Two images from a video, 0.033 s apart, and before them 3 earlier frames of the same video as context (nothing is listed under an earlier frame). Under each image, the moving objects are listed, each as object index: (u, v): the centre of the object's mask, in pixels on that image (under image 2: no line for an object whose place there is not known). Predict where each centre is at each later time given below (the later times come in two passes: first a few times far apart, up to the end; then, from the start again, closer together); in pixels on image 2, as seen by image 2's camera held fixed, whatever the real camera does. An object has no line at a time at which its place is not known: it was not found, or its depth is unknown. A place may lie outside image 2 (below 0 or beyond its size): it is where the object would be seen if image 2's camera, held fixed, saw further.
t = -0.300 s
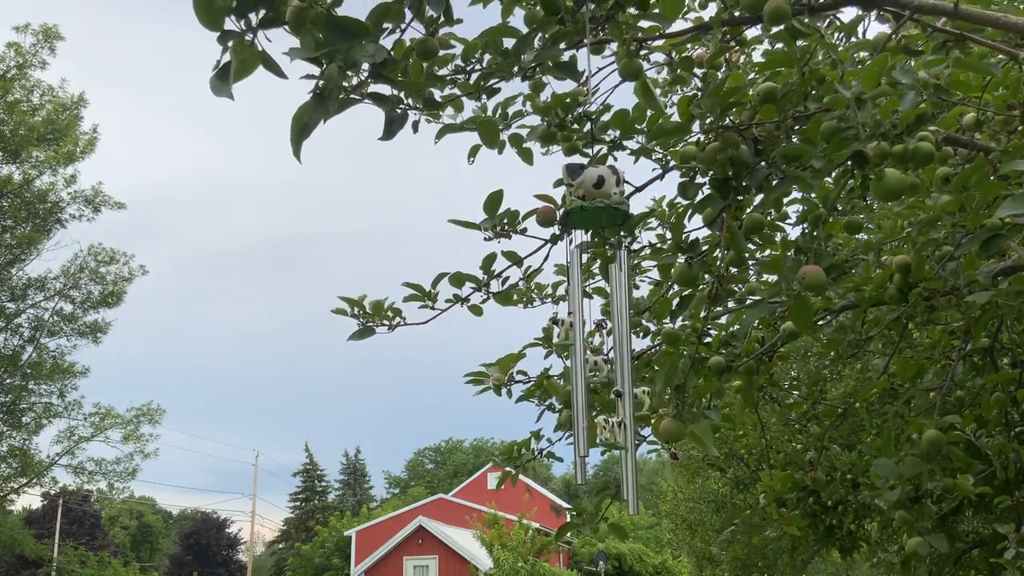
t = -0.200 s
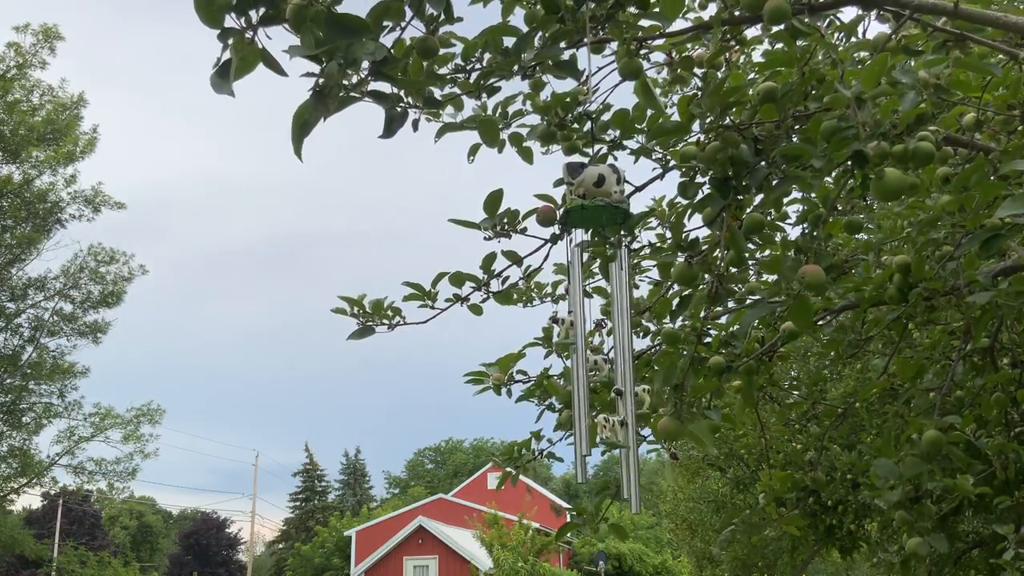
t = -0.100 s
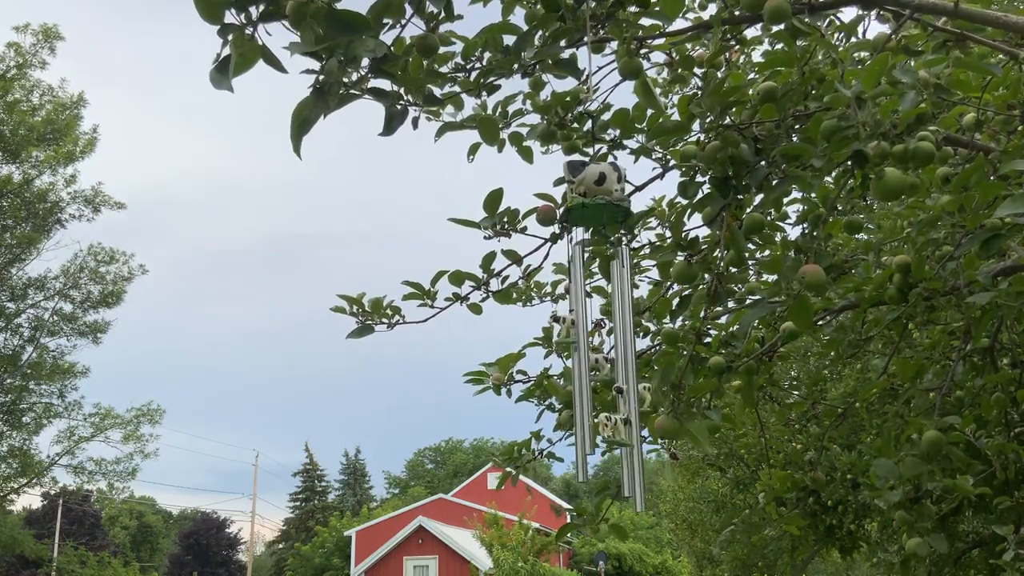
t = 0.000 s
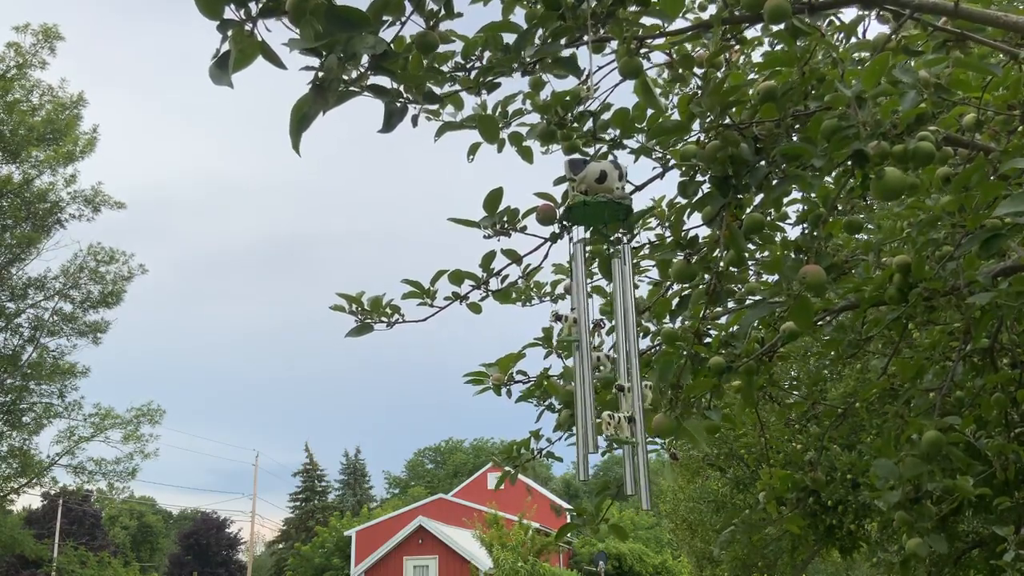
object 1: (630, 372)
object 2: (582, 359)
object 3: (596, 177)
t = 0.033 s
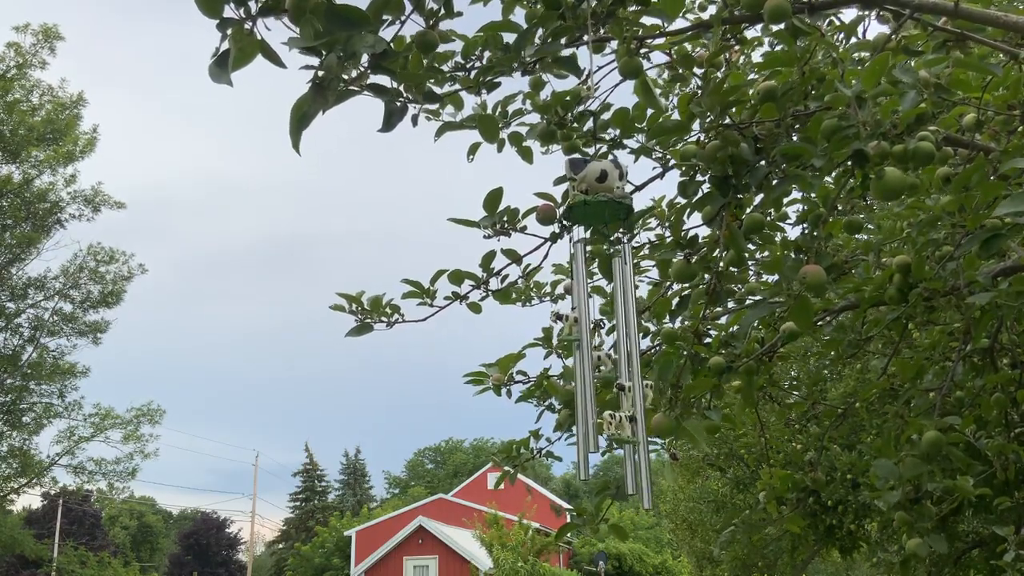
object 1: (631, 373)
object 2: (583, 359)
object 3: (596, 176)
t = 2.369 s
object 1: (631, 377)
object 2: (582, 355)
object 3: (596, 177)
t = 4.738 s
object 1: (626, 369)
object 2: (580, 353)
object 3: (595, 182)
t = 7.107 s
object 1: (632, 372)
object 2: (583, 357)
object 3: (597, 175)
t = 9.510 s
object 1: (628, 372)
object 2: (578, 356)
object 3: (593, 179)
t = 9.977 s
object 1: (627, 371)
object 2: (581, 358)
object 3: (595, 179)
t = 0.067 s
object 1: (632, 372)
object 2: (583, 359)
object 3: (596, 176)
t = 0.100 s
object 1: (633, 371)
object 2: (584, 358)
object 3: (597, 176)
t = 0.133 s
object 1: (634, 370)
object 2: (584, 358)
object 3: (597, 175)
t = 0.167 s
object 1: (635, 371)
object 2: (585, 358)
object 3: (598, 174)
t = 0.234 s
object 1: (637, 371)
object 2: (586, 357)
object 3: (599, 174)
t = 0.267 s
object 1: (637, 370)
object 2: (586, 356)
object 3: (599, 174)
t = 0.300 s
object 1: (637, 368)
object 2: (587, 355)
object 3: (599, 174)
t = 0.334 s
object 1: (638, 368)
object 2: (587, 354)
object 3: (599, 174)
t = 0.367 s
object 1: (638, 368)
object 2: (588, 354)
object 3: (600, 174)
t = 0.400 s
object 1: (638, 368)
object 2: (588, 355)
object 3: (600, 174)
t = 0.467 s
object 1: (638, 368)
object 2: (588, 353)
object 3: (599, 174)
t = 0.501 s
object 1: (637, 368)
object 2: (588, 353)
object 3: (599, 175)
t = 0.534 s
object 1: (637, 368)
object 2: (588, 354)
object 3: (599, 175)
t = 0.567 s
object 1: (636, 369)
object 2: (587, 353)
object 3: (599, 176)
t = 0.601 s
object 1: (636, 369)
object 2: (587, 354)
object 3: (598, 176)
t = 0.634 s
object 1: (635, 369)
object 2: (587, 353)
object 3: (598, 177)
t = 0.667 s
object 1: (634, 370)
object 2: (586, 353)
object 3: (597, 178)
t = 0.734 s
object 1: (632, 374)
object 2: (585, 355)
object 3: (596, 179)
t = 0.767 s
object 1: (631, 374)
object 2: (584, 355)
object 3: (596, 179)
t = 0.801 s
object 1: (631, 376)
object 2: (583, 357)
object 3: (595, 180)
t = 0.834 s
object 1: (630, 377)
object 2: (582, 358)
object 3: (595, 181)
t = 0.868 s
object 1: (629, 379)
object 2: (581, 358)
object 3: (594, 182)
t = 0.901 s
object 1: (628, 379)
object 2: (580, 360)
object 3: (594, 182)
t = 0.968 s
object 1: (626, 380)
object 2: (578, 361)
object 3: (592, 183)
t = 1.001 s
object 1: (626, 380)
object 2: (577, 362)
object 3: (592, 183)
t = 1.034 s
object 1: (625, 379)
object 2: (576, 360)
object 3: (591, 183)
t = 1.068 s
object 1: (624, 381)
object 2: (575, 361)
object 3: (591, 184)
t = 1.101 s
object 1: (624, 381)
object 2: (574, 365)
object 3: (591, 184)
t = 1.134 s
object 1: (623, 381)
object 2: (573, 366)
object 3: (591, 184)
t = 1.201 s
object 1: (622, 379)
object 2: (573, 368)
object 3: (591, 184)
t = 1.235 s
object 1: (622, 378)
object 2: (572, 368)
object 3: (591, 184)
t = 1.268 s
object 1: (622, 376)
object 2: (572, 366)
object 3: (591, 184)
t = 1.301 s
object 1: (622, 376)
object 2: (572, 364)
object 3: (591, 184)
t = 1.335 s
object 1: (622, 376)
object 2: (573, 363)
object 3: (591, 184)
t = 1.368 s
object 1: (623, 376)
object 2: (573, 362)
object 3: (591, 183)
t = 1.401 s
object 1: (623, 375)
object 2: (574, 364)
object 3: (592, 183)
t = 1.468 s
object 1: (625, 376)
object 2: (576, 363)
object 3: (593, 182)
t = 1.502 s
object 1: (626, 376)
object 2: (577, 359)
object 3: (593, 182)
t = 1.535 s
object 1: (627, 374)
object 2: (578, 361)
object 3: (594, 182)
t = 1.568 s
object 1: (628, 373)
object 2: (580, 360)
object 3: (594, 181)
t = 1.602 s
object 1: (629, 373)
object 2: (581, 360)
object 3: (595, 180)
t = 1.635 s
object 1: (630, 376)
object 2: (582, 353)
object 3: (595, 180)
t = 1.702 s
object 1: (632, 375)
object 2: (584, 352)
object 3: (596, 179)
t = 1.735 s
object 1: (633, 374)
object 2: (585, 352)
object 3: (597, 178)
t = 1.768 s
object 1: (635, 374)
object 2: (586, 352)
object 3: (597, 177)
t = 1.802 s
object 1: (636, 374)
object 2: (587, 354)
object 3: (598, 176)
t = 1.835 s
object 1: (637, 375)
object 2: (587, 355)
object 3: (598, 176)
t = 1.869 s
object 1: (638, 374)
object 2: (588, 355)
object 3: (599, 175)
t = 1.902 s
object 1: (638, 373)
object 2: (588, 355)
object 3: (599, 175)
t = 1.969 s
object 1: (640, 373)
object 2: (588, 353)
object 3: (599, 174)
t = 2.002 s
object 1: (640, 373)
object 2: (588, 357)
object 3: (600, 174)
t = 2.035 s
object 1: (640, 372)
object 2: (588, 356)
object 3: (600, 174)
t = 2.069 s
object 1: (640, 372)
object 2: (587, 357)
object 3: (599, 174)
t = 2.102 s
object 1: (640, 372)
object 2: (587, 353)
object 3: (599, 174)
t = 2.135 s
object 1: (639, 370)
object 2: (586, 354)
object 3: (599, 174)
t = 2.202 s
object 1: (638, 371)
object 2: (585, 357)
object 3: (598, 174)
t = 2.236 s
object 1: (636, 371)
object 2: (585, 354)
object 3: (598, 174)
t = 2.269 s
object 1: (635, 370)
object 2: (584, 355)
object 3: (597, 175)
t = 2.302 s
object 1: (634, 371)
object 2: (584, 356)
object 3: (597, 175)
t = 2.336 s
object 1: (633, 373)
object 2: (583, 356)
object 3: (596, 176)
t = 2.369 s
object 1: (631, 377)
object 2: (582, 355)
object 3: (596, 177)
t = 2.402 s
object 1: (630, 377)
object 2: (581, 355)
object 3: (595, 177)
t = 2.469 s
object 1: (628, 376)
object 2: (579, 355)
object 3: (594, 178)
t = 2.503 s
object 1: (626, 377)
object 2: (579, 354)
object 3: (593, 179)
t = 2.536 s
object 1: (625, 378)
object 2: (578, 354)
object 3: (593, 180)
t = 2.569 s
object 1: (624, 378)
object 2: (577, 353)
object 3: (592, 180)
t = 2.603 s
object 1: (623, 379)
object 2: (577, 353)
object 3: (592, 181)
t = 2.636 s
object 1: (622, 379)
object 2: (576, 354)
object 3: (591, 182)
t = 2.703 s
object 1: (621, 380)
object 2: (575, 353)
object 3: (591, 183)
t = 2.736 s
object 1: (621, 380)
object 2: (574, 354)
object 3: (591, 183)
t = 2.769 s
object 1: (621, 381)
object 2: (574, 356)
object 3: (591, 184)
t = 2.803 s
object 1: (621, 379)
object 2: (574, 357)
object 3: (591, 184)
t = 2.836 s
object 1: (621, 379)
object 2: (574, 358)
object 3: (591, 184)
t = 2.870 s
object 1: (621, 379)
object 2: (574, 359)
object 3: (591, 184)
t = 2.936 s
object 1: (622, 381)
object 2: (574, 361)
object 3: (591, 184)
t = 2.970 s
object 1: (623, 381)
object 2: (574, 361)
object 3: (591, 184)
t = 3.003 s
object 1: (624, 382)
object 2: (575, 362)
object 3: (592, 184)
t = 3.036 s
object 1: (624, 381)
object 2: (575, 363)
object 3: (592, 184)
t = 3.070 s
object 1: (625, 381)
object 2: (576, 361)
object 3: (592, 183)
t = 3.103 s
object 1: (626, 381)
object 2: (577, 361)
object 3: (593, 183)
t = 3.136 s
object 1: (627, 378)
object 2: (578, 362)
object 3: (593, 183)
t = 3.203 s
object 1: (628, 374)
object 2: (580, 360)
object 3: (594, 182)
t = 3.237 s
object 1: (629, 373)
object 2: (581, 359)
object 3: (595, 181)
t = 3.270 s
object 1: (632, 382)
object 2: (582, 359)
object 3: (596, 180)
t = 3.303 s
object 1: (632, 381)
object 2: (583, 358)
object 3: (596, 180)
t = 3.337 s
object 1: (633, 379)
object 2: (584, 355)
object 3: (596, 179)
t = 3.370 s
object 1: (632, 372)
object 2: (585, 353)
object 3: (597, 179)
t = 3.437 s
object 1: (634, 374)
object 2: (586, 352)
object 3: (597, 177)
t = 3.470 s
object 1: (634, 373)
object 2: (587, 352)
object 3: (598, 177)
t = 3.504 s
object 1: (635, 371)
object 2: (587, 351)
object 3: (598, 176)
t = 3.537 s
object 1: (634, 368)
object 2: (587, 351)
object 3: (598, 176)
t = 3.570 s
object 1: (634, 367)
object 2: (587, 350)
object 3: (598, 175)
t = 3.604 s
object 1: (634, 367)
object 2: (587, 351)
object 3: (598, 175)
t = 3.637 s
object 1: (634, 366)
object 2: (587, 351)
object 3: (598, 174)
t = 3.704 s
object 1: (634, 366)
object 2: (586, 352)
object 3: (598, 174)
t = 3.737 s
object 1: (633, 366)
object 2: (585, 353)
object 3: (597, 173)
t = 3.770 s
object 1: (633, 367)
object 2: (585, 353)
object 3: (597, 173)
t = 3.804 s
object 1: (632, 366)
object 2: (584, 353)
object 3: (597, 173)
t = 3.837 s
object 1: (632, 366)
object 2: (583, 353)
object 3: (597, 173)
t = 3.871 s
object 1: (631, 367)
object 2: (582, 354)
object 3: (596, 174)
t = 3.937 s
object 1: (630, 373)
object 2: (580, 351)
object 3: (596, 174)
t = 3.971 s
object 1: (628, 364)
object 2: (580, 350)
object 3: (595, 175)
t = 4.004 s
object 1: (627, 365)
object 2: (579, 351)
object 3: (595, 175)
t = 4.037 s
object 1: (626, 365)
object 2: (579, 352)
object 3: (594, 176)
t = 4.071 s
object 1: (626, 366)
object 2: (578, 351)
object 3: (593, 176)
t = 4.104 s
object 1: (627, 377)
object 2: (578, 351)
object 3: (593, 177)
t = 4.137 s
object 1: (627, 377)
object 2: (578, 350)
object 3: (593, 177)
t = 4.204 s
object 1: (626, 378)
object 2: (578, 348)
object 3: (593, 178)
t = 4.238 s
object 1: (623, 369)
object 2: (578, 347)
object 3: (593, 179)
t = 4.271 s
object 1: (623, 368)
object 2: (578, 347)
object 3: (593, 180)
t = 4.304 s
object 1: (622, 369)
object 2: (578, 346)
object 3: (593, 180)
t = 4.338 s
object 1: (622, 369)
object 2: (578, 347)
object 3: (593, 181)
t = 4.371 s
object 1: (622, 369)
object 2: (578, 345)
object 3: (593, 181)
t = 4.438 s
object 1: (624, 377)
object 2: (579, 345)
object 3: (593, 182)
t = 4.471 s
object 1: (624, 377)
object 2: (579, 345)
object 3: (593, 182)
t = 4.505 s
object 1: (624, 377)
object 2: (579, 345)
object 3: (593, 182)
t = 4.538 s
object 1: (625, 377)
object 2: (579, 346)
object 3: (594, 182)
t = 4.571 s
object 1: (625, 378)
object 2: (579, 349)
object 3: (594, 182)
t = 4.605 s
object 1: (626, 377)
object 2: (579, 350)
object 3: (594, 182)
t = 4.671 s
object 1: (627, 378)
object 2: (580, 351)
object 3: (594, 182)
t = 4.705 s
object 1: (627, 378)
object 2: (580, 352)
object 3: (595, 182)
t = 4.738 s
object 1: (626, 369)
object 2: (580, 353)
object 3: (595, 182)
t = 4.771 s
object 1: (627, 369)
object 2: (580, 354)
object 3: (595, 182)
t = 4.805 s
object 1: (627, 369)
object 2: (580, 354)
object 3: (595, 181)
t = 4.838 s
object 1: (630, 380)
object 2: (580, 355)
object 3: (595, 181)
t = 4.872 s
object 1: (630, 379)
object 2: (581, 354)
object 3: (595, 180)
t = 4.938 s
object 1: (631, 377)
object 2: (581, 354)
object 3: (596, 179)
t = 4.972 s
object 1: (631, 376)
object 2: (581, 354)
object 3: (596, 179)
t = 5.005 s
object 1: (631, 377)
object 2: (582, 353)
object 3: (596, 179)
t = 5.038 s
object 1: (631, 376)
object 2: (582, 352)
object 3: (596, 178)
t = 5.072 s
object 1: (631, 376)
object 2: (582, 352)
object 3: (596, 178)
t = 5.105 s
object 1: (631, 376)
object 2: (582, 352)
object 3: (596, 177)
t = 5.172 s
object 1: (631, 375)
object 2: (583, 351)
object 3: (596, 176)
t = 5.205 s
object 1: (631, 374)
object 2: (583, 350)
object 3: (596, 176)
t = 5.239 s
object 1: (630, 372)
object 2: (583, 350)
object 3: (596, 176)
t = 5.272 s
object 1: (630, 372)
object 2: (583, 349)
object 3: (596, 175)
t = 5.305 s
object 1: (630, 372)
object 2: (583, 349)
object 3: (596, 175)
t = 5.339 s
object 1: (630, 371)
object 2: (583, 349)
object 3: (596, 175)
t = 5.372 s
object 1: (630, 370)
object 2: (583, 349)
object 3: (596, 175)
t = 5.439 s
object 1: (629, 370)
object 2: (582, 350)
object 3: (596, 175)
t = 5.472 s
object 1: (629, 370)
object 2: (582, 350)
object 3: (596, 175)
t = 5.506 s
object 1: (629, 369)
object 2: (581, 350)
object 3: (596, 175)
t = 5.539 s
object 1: (629, 370)
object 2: (581, 351)
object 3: (596, 175)
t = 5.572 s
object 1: (629, 370)
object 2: (581, 352)
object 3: (596, 175)
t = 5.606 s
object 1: (629, 370)
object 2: (580, 353)
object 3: (595, 175)
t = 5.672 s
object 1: (629, 371)
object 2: (580, 353)
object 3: (595, 176)
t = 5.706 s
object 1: (628, 368)
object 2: (579, 353)
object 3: (595, 176)
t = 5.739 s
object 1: (628, 369)
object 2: (579, 354)
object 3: (595, 176)
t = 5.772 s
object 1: (628, 369)
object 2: (579, 354)
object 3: (595, 177)
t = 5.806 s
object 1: (628, 369)
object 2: (579, 353)
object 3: (595, 177)
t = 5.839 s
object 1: (628, 370)
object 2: (579, 353)
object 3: (595, 177)
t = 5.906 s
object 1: (627, 369)
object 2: (580, 353)
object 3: (595, 178)
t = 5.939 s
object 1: (628, 371)
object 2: (580, 353)
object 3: (595, 179)
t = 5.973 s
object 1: (627, 370)
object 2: (580, 353)
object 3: (595, 179)
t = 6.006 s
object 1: (628, 372)
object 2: (580, 352)
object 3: (595, 179)
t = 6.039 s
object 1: (628, 372)
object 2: (581, 353)
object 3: (595, 180)
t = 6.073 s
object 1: (629, 377)
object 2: (581, 352)
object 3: (595, 180)
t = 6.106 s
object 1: (629, 377)
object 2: (581, 353)
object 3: (595, 180)
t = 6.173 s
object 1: (629, 377)
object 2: (581, 353)
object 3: (595, 180)
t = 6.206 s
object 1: (629, 376)
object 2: (582, 353)
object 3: (595, 180)
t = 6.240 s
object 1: (629, 376)
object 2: (582, 353)
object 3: (595, 180)
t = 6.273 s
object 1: (629, 375)
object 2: (582, 354)
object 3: (595, 180)
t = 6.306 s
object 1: (629, 375)
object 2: (582, 356)
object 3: (595, 180)
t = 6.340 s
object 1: (629, 375)
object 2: (581, 356)
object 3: (595, 180)
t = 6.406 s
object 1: (629, 375)
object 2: (581, 358)
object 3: (595, 180)
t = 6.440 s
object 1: (629, 374)
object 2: (581, 358)
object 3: (595, 179)
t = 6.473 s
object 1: (629, 373)
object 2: (581, 358)
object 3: (595, 179)
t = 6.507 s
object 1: (630, 373)
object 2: (580, 358)
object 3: (595, 179)
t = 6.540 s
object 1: (630, 374)
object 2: (580, 358)
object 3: (595, 178)
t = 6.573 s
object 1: (630, 373)
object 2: (580, 358)
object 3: (595, 178)
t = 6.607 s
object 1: (630, 373)
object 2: (580, 357)
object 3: (595, 177)
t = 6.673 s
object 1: (630, 373)
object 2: (580, 357)
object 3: (595, 177)
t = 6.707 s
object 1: (630, 374)
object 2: (580, 356)
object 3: (595, 176)
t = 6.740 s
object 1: (630, 373)
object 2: (580, 356)
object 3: (595, 176)
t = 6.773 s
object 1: (631, 373)
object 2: (580, 359)
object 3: (595, 176)
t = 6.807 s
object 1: (631, 373)
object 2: (580, 356)
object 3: (595, 175)
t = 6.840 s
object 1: (631, 372)
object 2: (580, 355)
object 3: (595, 175)
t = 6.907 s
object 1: (631, 373)
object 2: (581, 358)
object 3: (596, 175)
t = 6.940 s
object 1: (631, 373)
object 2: (581, 354)
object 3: (596, 175)
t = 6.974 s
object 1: (631, 374)
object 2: (581, 354)
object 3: (596, 175)
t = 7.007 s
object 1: (631, 373)
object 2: (582, 357)
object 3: (596, 175)
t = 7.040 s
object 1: (631, 373)
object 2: (582, 356)
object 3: (596, 175)
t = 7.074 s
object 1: (631, 373)
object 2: (582, 356)
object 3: (596, 175)
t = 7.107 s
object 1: (632, 372)
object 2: (583, 357)
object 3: (597, 175)
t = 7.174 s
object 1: (632, 372)
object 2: (583, 352)
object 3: (597, 176)
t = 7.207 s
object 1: (632, 372)
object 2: (583, 353)
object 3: (597, 176)
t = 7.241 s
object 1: (632, 372)
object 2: (583, 353)
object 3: (597, 176)
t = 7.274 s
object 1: (632, 372)
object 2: (583, 355)
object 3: (597, 176)
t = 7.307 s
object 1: (633, 372)
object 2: (583, 354)
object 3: (597, 176)
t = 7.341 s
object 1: (633, 371)
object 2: (583, 354)
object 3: (597, 177)
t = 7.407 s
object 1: (633, 371)
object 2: (583, 354)
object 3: (597, 177)
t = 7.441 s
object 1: (634, 371)
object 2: (583, 354)
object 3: (597, 177)
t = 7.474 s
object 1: (634, 371)
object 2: (583, 354)
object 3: (597, 177)
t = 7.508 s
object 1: (634, 372)
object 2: (583, 353)
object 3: (597, 177)
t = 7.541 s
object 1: (634, 372)
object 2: (583, 353)
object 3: (597, 177)
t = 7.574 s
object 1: (634, 371)
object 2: (582, 353)
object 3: (597, 178)
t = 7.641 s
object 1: (633, 373)
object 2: (582, 353)
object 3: (597, 178)
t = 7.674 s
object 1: (633, 373)
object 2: (582, 352)
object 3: (597, 178)
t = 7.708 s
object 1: (632, 374)
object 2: (582, 351)
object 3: (596, 178)
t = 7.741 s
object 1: (632, 374)
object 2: (581, 351)
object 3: (596, 178)
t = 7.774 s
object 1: (631, 375)
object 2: (581, 351)
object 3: (596, 178)
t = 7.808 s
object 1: (631, 376)
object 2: (581, 352)
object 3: (596, 178)
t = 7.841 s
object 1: (630, 375)
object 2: (581, 356)
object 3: (596, 178)
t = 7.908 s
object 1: (629, 374)
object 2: (580, 353)
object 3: (595, 178)
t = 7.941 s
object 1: (629, 374)
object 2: (580, 354)
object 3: (595, 178)
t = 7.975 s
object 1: (628, 375)
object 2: (580, 357)
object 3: (595, 178)
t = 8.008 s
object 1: (628, 375)
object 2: (580, 358)
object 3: (595, 178)
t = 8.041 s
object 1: (628, 375)
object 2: (580, 355)
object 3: (595, 178)
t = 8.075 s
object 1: (627, 375)
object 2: (579, 355)
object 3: (595, 178)
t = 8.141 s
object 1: (627, 375)
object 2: (579, 355)
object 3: (595, 178)
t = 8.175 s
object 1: (627, 374)
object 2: (579, 355)
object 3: (595, 177)
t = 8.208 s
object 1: (628, 374)
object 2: (579, 355)
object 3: (595, 177)
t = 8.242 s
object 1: (628, 373)
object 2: (579, 355)
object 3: (595, 177)
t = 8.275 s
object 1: (628, 373)
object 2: (579, 355)
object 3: (595, 177)
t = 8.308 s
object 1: (629, 372)
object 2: (579, 355)
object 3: (595, 176)
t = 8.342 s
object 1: (629, 373)
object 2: (580, 356)
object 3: (595, 176)
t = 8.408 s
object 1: (631, 374)
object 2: (580, 354)
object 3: (595, 176)
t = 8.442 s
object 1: (631, 372)
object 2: (580, 353)
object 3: (596, 176)
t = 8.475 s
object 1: (632, 372)
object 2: (581, 353)
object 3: (596, 175)
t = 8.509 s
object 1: (632, 371)
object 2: (581, 351)
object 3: (596, 175)
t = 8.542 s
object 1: (633, 372)
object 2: (582, 353)
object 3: (597, 175)
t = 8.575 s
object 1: (633, 373)
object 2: (582, 352)
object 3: (597, 175)
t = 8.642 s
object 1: (634, 373)
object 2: (583, 351)
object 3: (597, 175)
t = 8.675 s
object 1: (635, 373)
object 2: (583, 352)
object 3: (597, 175)
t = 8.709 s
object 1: (635, 373)
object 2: (584, 352)
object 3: (597, 175)
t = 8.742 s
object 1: (635, 373)
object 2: (584, 352)
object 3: (597, 175)
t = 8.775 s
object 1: (635, 373)
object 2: (584, 352)
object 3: (598, 175)
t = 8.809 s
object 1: (635, 372)
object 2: (585, 352)
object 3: (598, 175)
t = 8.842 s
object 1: (635, 373)
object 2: (585, 352)
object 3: (598, 175)
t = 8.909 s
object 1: (634, 372)
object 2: (585, 352)
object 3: (598, 175)
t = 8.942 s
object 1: (634, 370)
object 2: (585, 352)
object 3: (598, 176)
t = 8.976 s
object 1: (634, 371)
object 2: (585, 353)
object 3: (598, 176)
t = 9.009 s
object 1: (633, 370)
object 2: (585, 353)
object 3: (598, 176)
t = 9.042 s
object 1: (633, 372)
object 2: (585, 353)
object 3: (598, 177)
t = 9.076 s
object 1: (633, 371)
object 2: (584, 354)
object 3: (598, 177)
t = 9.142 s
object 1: (632, 373)
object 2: (583, 353)
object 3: (597, 177)
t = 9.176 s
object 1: (631, 375)
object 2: (583, 355)
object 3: (597, 177)
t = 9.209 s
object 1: (631, 375)
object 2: (583, 355)
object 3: (596, 178)
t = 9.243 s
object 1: (631, 376)
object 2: (582, 355)
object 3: (596, 178)
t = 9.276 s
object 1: (630, 377)
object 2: (581, 355)
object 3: (596, 178)
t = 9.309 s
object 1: (630, 377)
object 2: (581, 356)
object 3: (595, 178)
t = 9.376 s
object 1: (629, 376)
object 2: (580, 355)
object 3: (594, 179)
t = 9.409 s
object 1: (629, 376)
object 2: (579, 356)
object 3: (594, 179)
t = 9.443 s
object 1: (629, 375)
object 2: (579, 360)
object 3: (594, 179)
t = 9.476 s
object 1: (628, 373)
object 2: (578, 357)
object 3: (594, 179)
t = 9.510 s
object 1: (628, 372)
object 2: (578, 356)
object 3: (593, 179)
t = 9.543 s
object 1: (628, 372)
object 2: (578, 356)
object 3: (593, 179)
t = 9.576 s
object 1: (627, 371)
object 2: (578, 360)
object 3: (593, 179)
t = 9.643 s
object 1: (627, 372)
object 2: (578, 357)
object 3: (593, 179)
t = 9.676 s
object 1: (627, 372)
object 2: (578, 359)
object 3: (593, 179)
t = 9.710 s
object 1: (627, 371)
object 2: (578, 357)
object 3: (593, 179)
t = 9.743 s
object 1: (627, 372)
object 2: (578, 359)
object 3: (593, 179)
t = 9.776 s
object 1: (627, 373)
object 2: (578, 357)
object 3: (593, 179)
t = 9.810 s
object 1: (627, 373)
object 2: (579, 356)
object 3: (593, 179)
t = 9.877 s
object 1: (627, 374)
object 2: (579, 357)
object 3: (594, 179)
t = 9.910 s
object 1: (627, 372)
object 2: (580, 357)
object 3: (594, 179)
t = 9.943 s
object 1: (627, 375)
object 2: (580, 357)
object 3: (594, 179)
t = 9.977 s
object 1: (627, 371)
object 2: (581, 358)
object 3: (595, 179)
